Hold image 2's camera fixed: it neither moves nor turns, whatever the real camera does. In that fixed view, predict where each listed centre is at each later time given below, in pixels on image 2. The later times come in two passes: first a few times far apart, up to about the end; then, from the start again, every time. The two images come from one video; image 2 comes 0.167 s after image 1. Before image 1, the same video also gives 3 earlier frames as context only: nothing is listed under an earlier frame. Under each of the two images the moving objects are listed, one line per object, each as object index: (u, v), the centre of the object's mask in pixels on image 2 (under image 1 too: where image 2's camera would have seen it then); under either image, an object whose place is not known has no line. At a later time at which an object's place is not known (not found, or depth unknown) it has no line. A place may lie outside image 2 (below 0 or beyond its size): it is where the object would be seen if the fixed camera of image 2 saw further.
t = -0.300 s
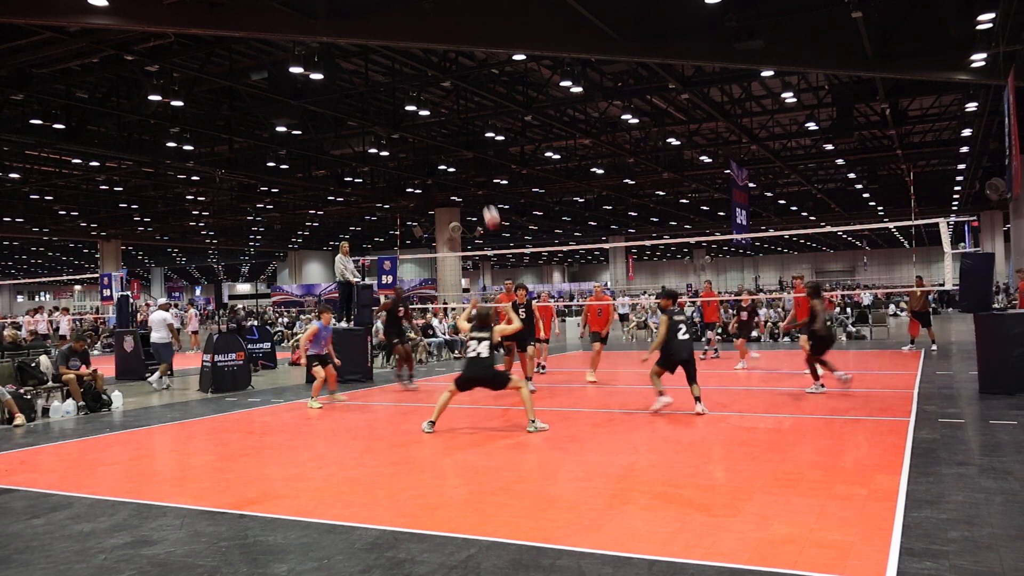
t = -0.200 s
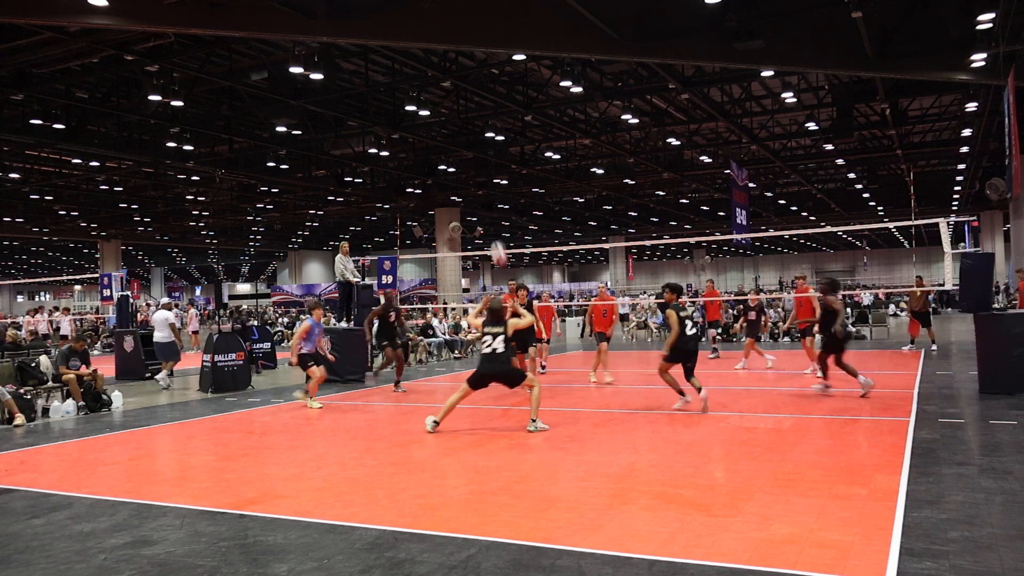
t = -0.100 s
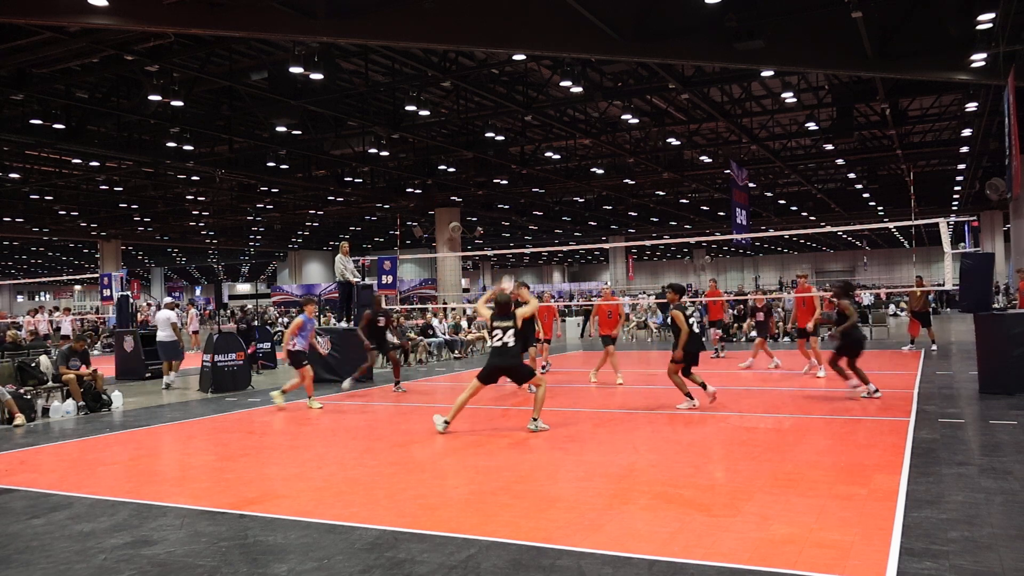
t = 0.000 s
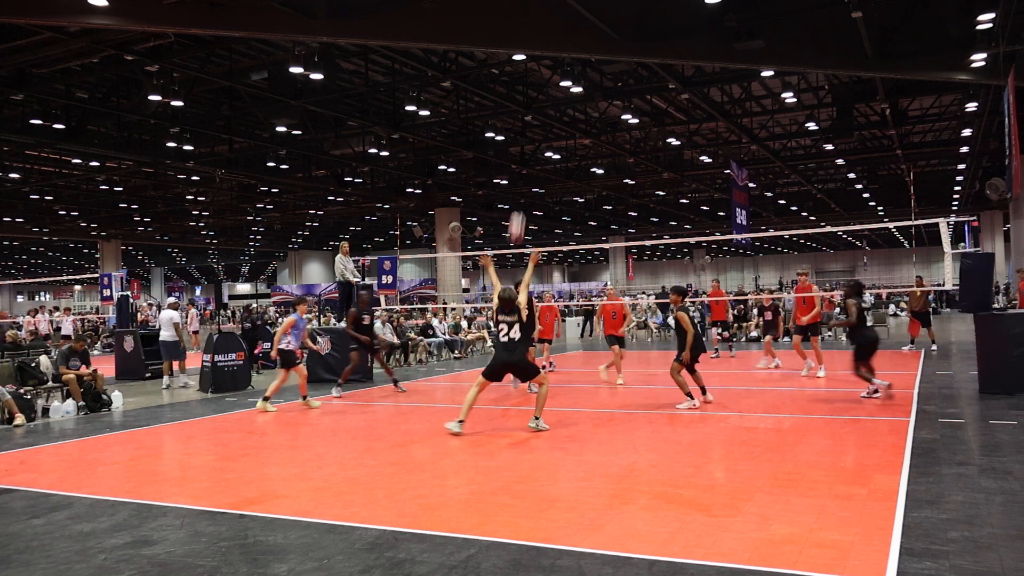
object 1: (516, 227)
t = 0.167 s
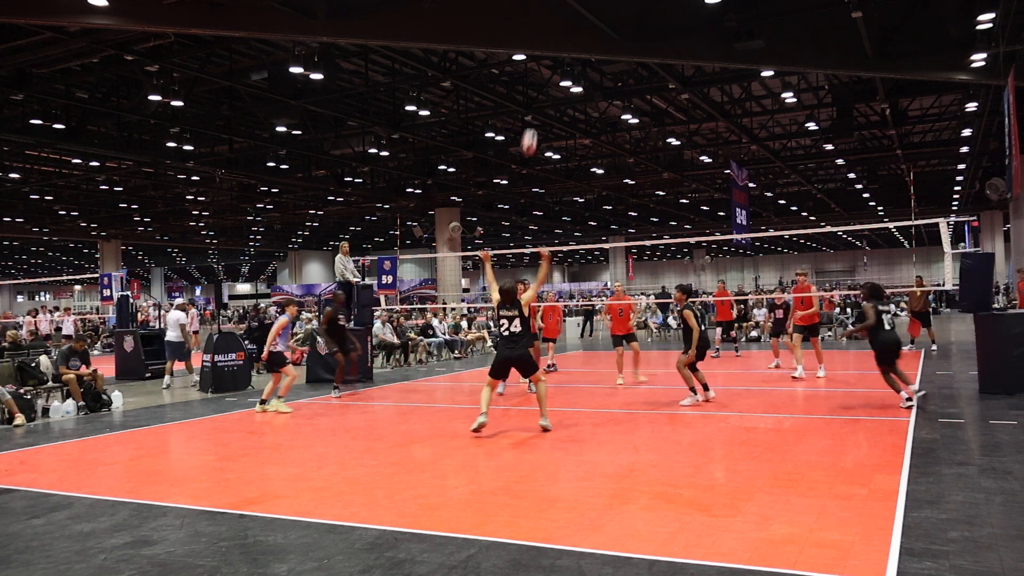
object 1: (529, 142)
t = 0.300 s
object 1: (538, 95)
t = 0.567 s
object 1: (558, 47)
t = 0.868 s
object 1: (580, 58)
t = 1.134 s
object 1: (600, 118)
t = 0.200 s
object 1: (531, 128)
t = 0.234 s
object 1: (534, 116)
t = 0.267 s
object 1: (536, 105)
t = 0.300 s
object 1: (538, 95)
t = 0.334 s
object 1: (541, 85)
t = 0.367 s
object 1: (543, 77)
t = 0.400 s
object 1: (546, 70)
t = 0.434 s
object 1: (548, 65)
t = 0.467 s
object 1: (551, 58)
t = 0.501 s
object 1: (553, 54)
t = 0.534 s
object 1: (556, 50)
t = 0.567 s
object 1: (558, 47)
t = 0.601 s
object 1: (561, 45)
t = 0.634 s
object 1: (563, 44)
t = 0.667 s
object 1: (566, 44)
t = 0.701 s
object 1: (568, 44)
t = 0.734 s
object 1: (570, 45)
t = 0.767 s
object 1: (573, 47)
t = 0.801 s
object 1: (575, 50)
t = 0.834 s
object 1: (578, 54)
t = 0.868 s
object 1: (580, 58)
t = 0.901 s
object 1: (583, 63)
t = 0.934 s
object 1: (585, 69)
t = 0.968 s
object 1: (588, 75)
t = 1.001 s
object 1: (590, 83)
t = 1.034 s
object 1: (593, 90)
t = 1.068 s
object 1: (595, 99)
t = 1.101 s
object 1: (597, 108)
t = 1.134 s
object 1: (600, 118)
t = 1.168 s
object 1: (602, 128)
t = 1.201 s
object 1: (605, 139)
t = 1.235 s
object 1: (607, 150)
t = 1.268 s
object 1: (610, 162)
